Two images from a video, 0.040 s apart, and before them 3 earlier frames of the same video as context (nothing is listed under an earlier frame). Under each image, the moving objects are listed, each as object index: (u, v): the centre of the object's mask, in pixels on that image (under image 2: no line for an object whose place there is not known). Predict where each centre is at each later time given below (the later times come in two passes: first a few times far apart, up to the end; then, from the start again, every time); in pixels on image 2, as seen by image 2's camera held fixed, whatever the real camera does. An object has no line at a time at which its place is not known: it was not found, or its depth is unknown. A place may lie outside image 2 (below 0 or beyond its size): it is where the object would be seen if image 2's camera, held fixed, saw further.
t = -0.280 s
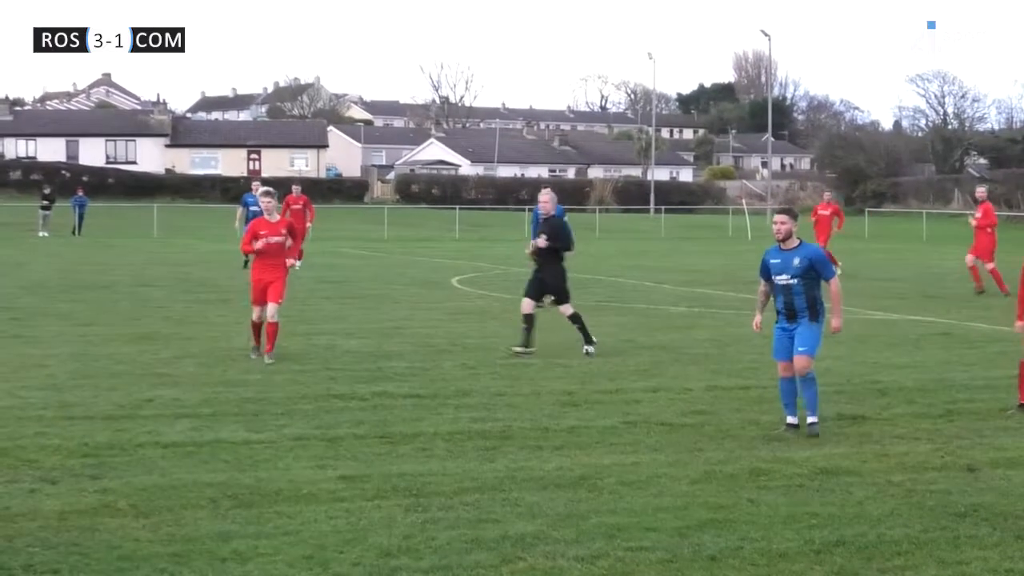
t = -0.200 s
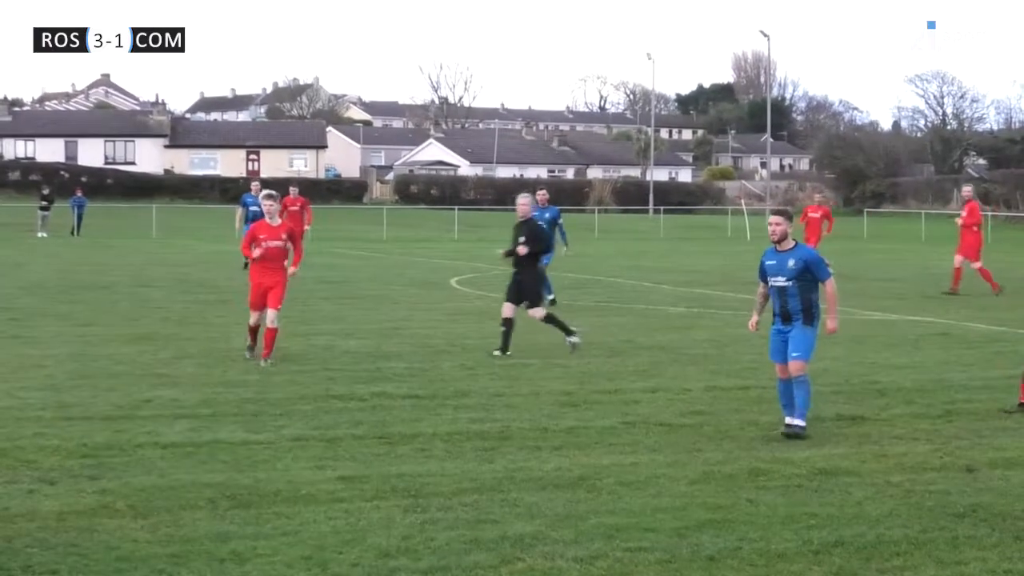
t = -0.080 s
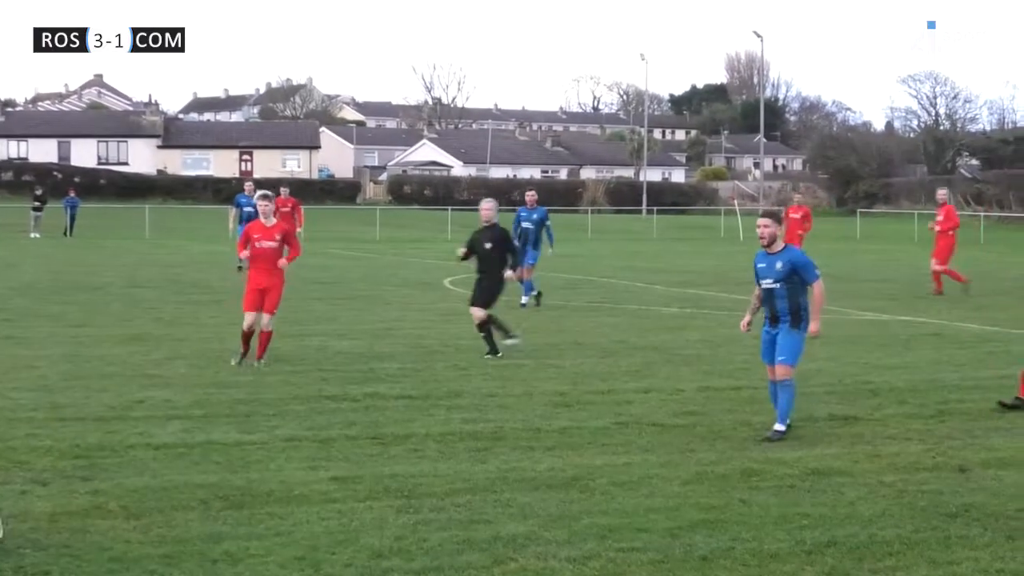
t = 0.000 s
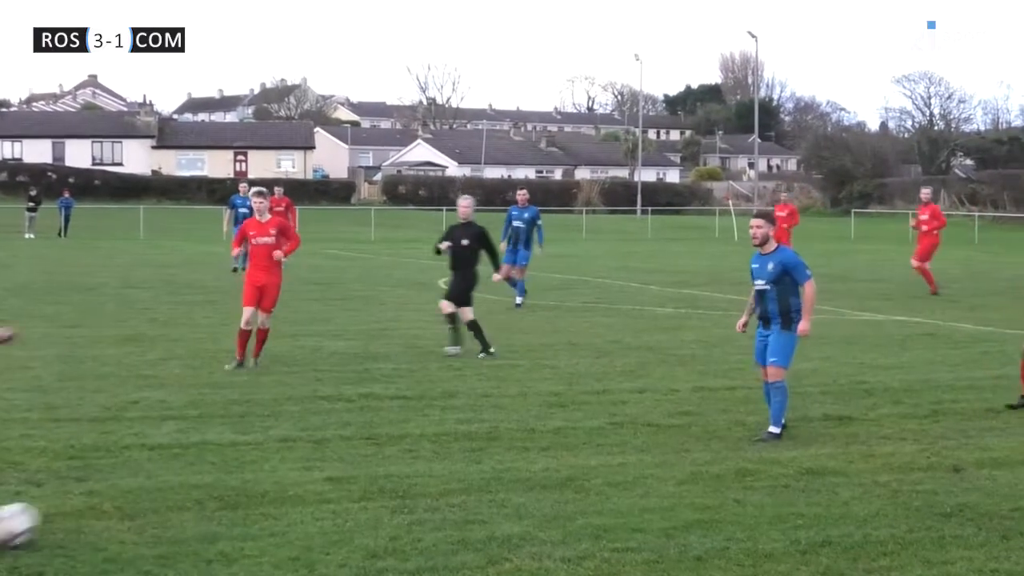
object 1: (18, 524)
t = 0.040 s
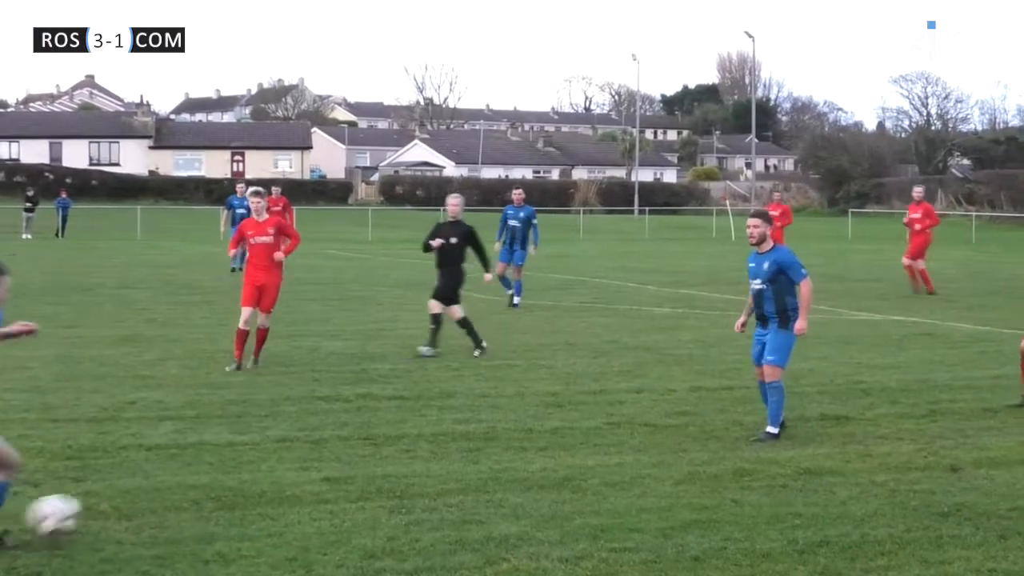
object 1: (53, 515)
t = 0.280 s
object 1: (304, 507)
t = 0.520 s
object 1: (476, 495)
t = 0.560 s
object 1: (496, 492)
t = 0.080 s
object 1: (98, 508)
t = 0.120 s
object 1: (142, 503)
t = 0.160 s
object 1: (185, 502)
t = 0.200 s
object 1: (227, 504)
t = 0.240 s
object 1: (267, 509)
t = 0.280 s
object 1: (304, 507)
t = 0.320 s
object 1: (336, 502)
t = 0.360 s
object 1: (366, 497)
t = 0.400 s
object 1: (396, 495)
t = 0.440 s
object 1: (426, 497)
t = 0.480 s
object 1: (454, 498)
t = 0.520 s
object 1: (476, 495)
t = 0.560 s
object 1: (496, 492)
